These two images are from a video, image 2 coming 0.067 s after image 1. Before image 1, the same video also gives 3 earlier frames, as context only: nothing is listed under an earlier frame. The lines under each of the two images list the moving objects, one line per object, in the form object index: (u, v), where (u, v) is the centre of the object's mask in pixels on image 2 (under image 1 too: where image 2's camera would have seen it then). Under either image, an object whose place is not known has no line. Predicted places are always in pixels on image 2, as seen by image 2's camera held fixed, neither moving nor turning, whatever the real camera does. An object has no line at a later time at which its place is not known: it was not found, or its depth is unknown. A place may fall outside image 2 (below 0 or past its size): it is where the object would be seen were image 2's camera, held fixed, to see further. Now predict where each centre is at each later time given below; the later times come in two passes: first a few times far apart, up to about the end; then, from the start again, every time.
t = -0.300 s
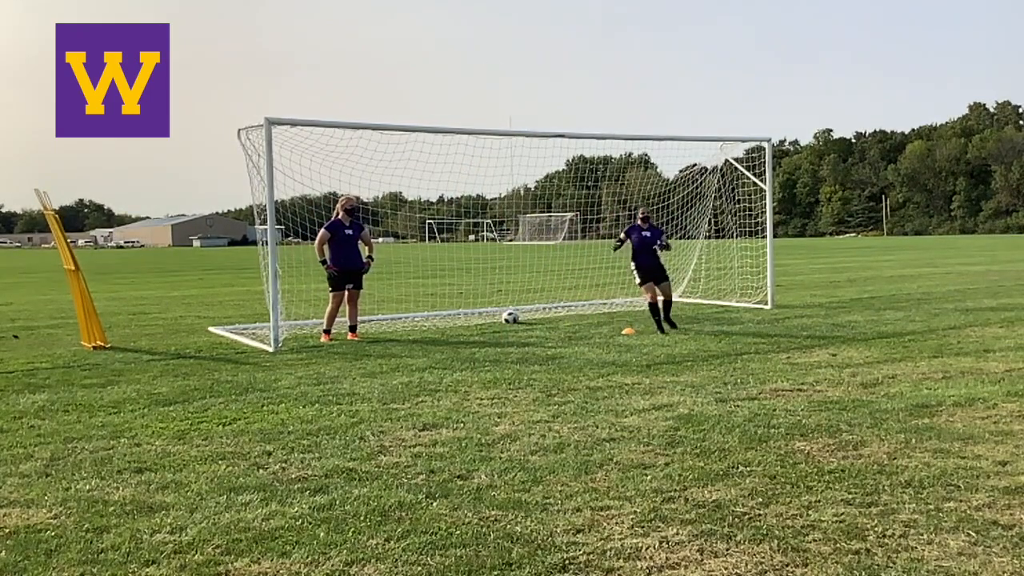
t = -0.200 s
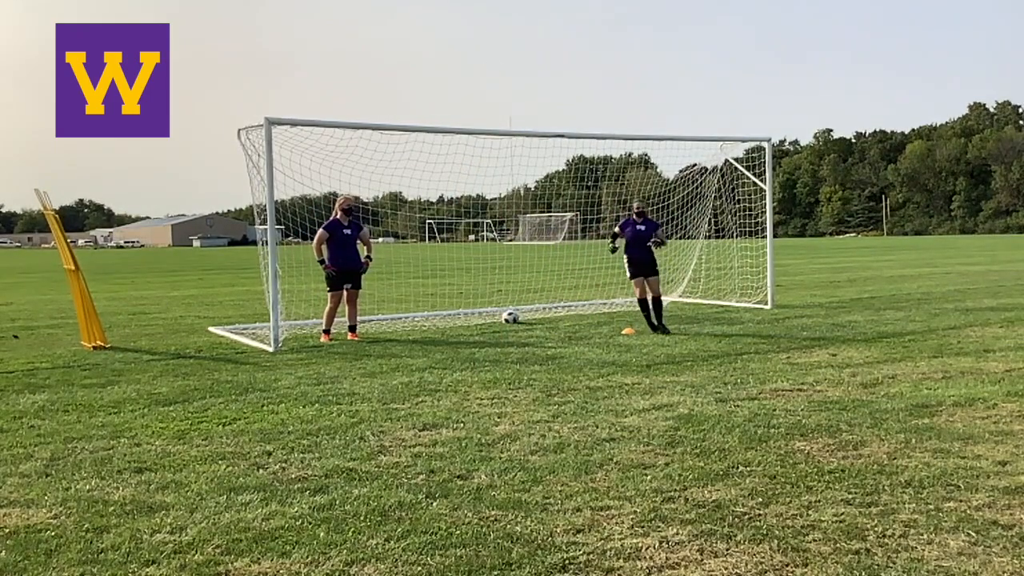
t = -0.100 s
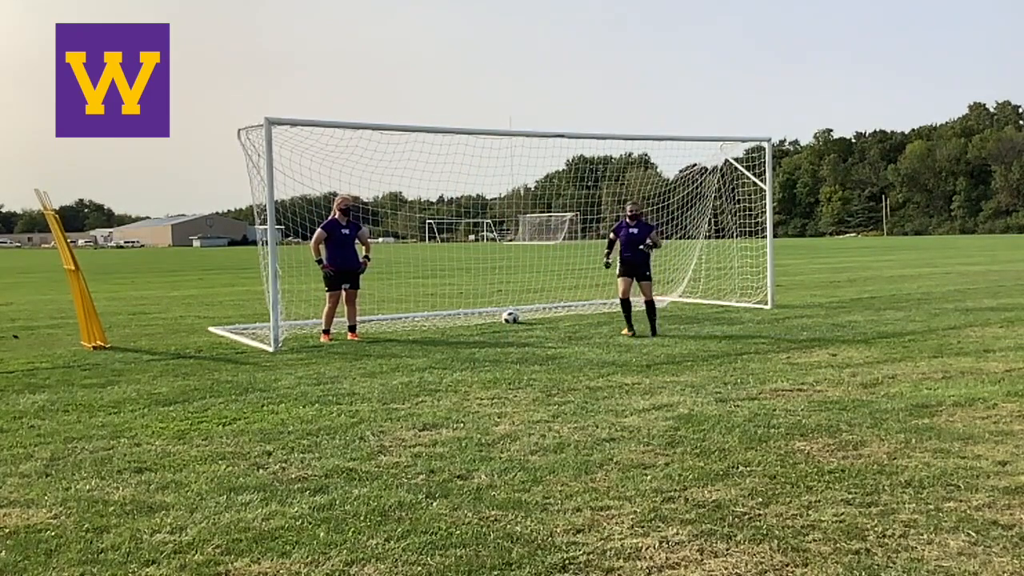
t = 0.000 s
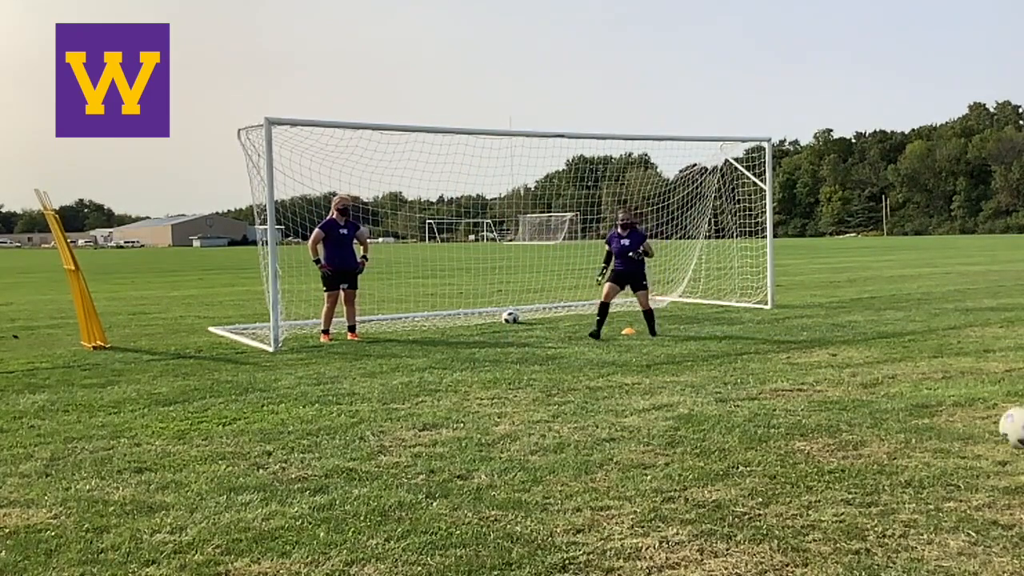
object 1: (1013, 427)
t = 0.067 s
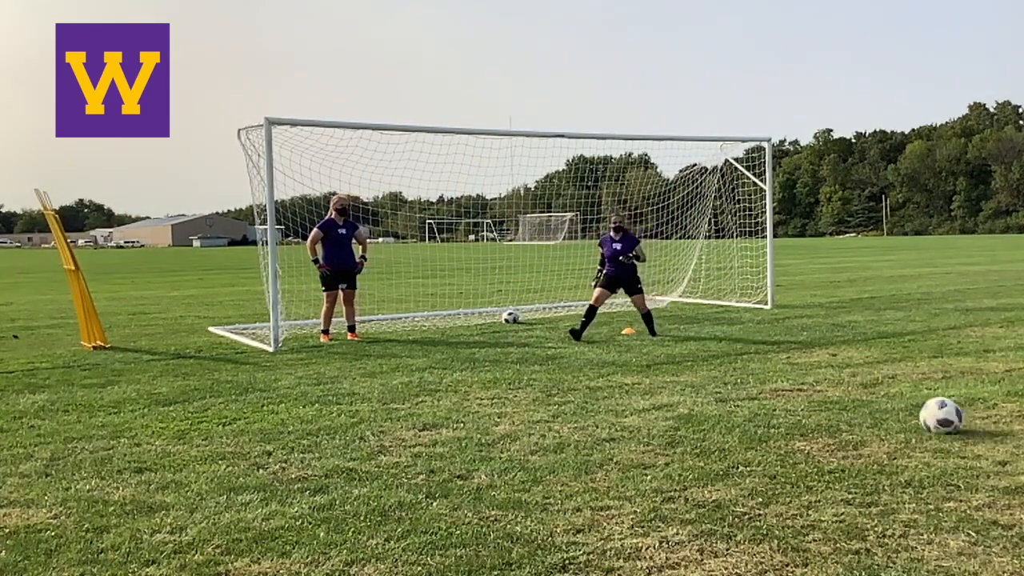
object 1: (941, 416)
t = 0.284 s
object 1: (768, 391)
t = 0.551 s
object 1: (642, 370)
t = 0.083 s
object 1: (925, 412)
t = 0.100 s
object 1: (909, 409)
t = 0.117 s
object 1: (894, 405)
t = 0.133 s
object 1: (880, 403)
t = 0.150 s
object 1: (865, 401)
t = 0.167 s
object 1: (852, 399)
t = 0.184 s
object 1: (838, 398)
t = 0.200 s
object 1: (825, 397)
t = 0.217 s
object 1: (812, 396)
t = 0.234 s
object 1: (801, 396)
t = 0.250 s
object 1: (789, 395)
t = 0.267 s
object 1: (778, 393)
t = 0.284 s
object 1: (768, 391)
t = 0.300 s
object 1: (759, 388)
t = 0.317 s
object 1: (750, 386)
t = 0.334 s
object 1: (741, 384)
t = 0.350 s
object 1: (732, 382)
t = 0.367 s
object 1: (723, 381)
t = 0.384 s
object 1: (715, 380)
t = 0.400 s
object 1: (707, 380)
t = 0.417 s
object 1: (698, 380)
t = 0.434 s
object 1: (690, 379)
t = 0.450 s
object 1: (683, 378)
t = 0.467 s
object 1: (676, 377)
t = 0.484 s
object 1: (669, 375)
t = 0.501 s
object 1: (663, 373)
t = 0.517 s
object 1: (656, 372)
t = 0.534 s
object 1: (649, 370)
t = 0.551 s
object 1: (642, 370)
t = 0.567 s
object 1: (636, 369)
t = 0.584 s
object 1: (631, 368)
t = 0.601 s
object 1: (624, 367)
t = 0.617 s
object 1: (618, 366)
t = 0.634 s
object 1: (613, 365)
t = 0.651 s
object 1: (607, 365)
